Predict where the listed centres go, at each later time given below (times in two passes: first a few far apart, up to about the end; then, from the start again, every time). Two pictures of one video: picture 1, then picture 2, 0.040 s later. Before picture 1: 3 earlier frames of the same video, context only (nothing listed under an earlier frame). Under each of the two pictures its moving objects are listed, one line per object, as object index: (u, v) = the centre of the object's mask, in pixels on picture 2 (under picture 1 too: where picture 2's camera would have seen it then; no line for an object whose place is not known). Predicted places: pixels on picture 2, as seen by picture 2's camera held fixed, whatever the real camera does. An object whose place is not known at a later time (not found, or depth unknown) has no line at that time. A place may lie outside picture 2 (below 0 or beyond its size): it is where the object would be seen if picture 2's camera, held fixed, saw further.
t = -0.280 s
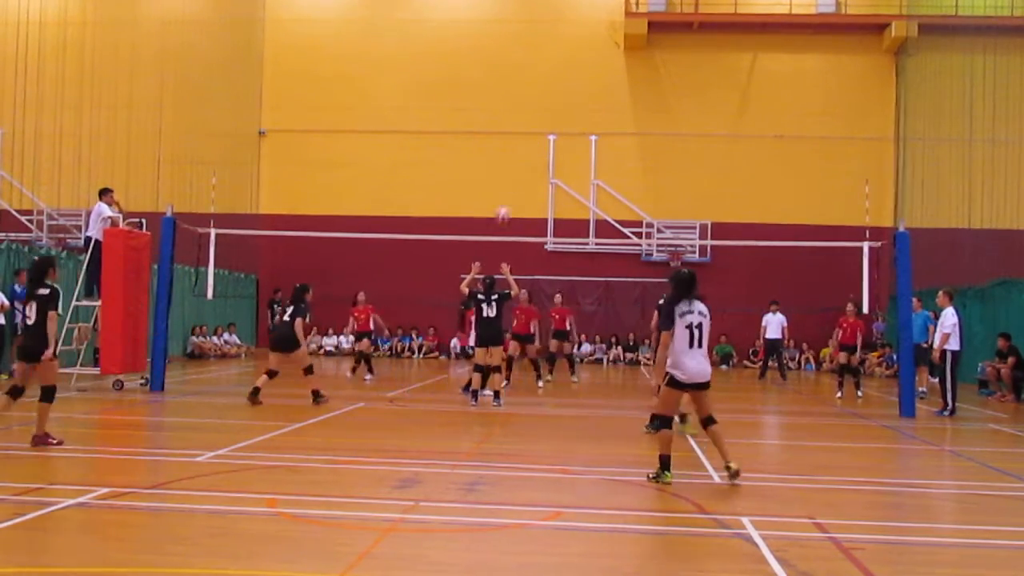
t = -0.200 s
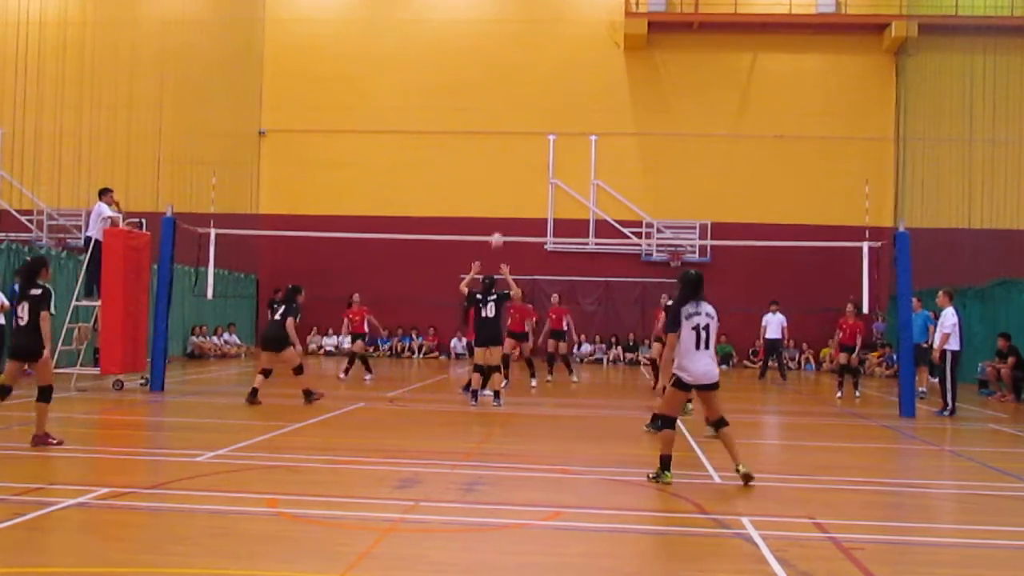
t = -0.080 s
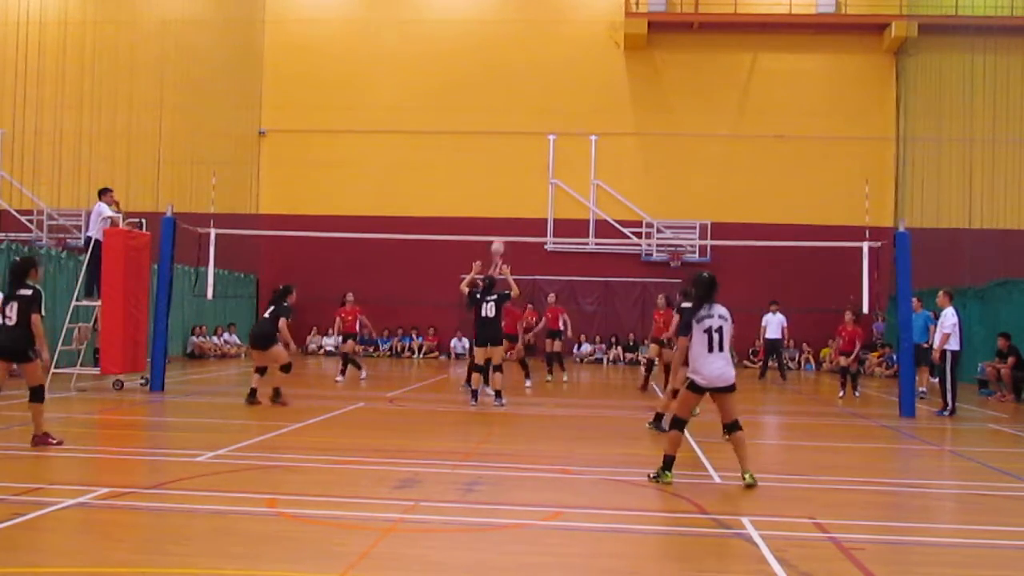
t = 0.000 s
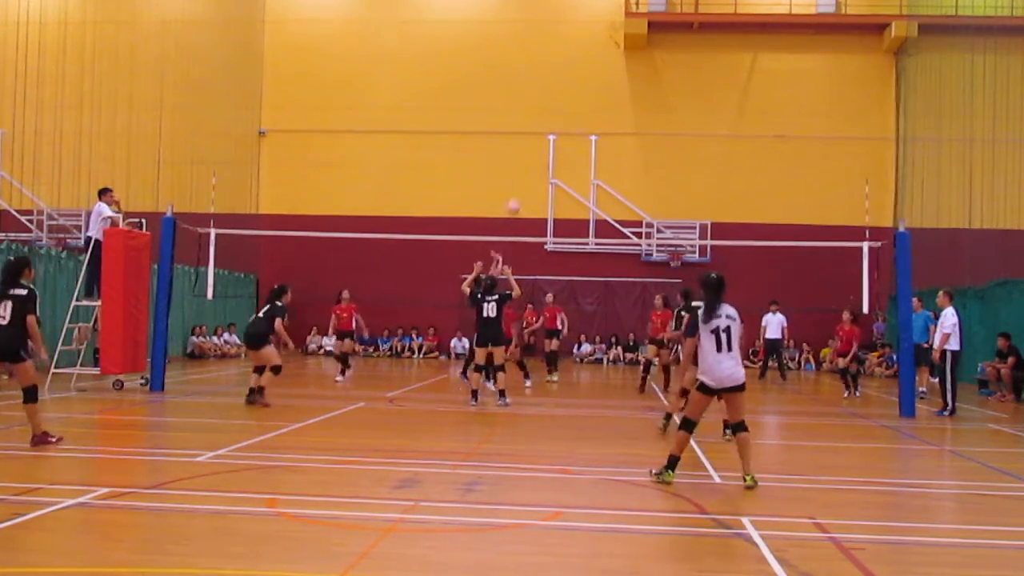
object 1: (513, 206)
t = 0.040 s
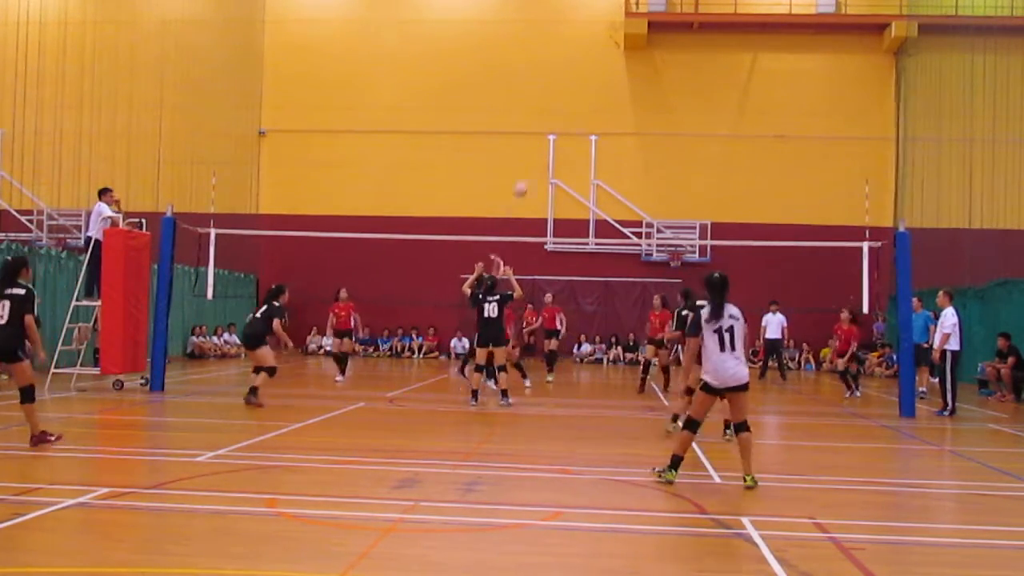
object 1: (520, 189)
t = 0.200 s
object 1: (550, 127)
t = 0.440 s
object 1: (592, 70)
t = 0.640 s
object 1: (625, 52)
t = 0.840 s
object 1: (656, 58)
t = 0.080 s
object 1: (528, 171)
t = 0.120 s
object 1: (536, 155)
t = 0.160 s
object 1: (543, 141)
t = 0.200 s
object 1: (550, 127)
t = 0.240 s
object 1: (557, 115)
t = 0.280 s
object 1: (564, 103)
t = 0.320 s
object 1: (571, 93)
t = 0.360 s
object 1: (578, 84)
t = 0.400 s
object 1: (585, 77)
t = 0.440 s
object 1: (592, 70)
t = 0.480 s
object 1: (599, 64)
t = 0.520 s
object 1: (605, 60)
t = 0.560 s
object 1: (612, 57)
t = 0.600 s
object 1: (618, 54)
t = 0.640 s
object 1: (625, 52)
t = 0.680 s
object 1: (631, 52)
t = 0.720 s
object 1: (638, 52)
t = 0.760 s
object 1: (644, 53)
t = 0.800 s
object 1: (650, 56)
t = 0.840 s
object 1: (656, 58)
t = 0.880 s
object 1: (662, 63)
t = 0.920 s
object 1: (669, 69)
